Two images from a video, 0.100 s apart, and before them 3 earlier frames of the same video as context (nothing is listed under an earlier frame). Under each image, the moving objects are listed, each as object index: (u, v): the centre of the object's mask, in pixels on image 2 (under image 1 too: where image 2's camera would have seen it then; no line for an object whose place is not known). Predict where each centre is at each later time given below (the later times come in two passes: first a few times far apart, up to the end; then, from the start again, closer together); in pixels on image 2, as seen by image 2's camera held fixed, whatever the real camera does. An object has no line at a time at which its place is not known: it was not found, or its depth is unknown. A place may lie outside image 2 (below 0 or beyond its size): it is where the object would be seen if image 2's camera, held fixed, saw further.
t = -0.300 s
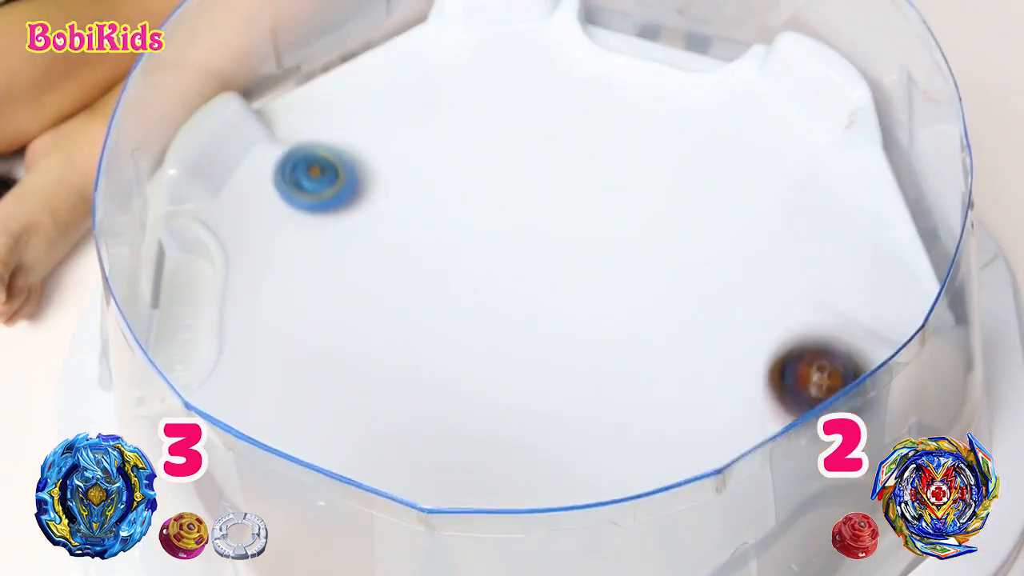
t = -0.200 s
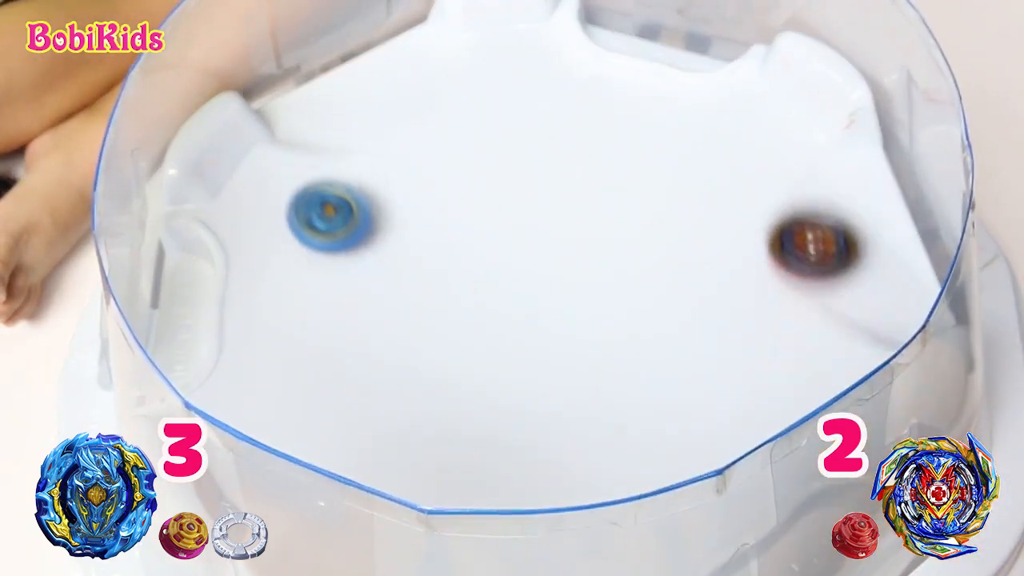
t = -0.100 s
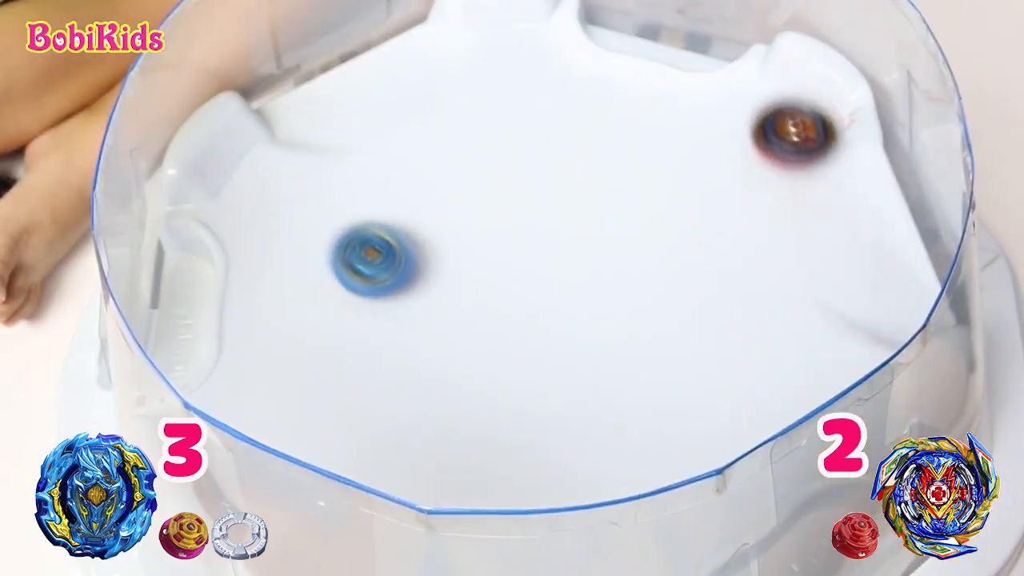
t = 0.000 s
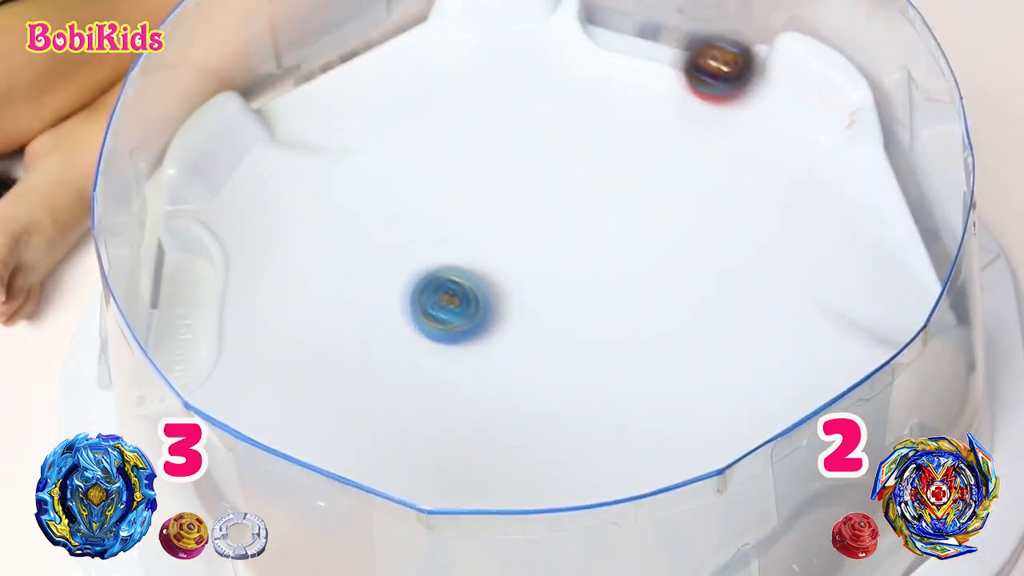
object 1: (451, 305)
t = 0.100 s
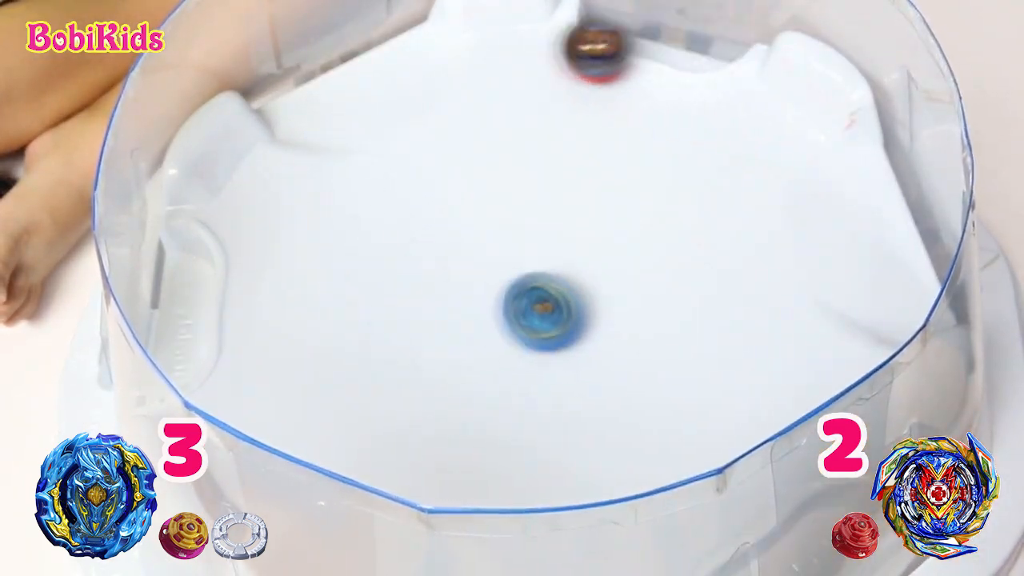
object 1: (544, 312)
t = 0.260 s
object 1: (661, 259)
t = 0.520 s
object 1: (651, 128)
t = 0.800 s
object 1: (499, 67)
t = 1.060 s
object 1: (420, 178)
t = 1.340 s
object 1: (580, 341)
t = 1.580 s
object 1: (756, 249)
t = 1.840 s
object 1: (712, 121)
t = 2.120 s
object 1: (678, 406)
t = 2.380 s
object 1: (524, 400)
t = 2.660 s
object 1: (540, 357)
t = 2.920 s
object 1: (489, 261)
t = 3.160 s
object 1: (583, 344)
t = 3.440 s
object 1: (617, 288)
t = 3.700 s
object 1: (549, 312)
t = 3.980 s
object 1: (495, 223)
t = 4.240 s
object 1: (518, 292)
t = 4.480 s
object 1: (492, 292)
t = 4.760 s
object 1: (562, 268)
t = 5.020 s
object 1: (562, 342)
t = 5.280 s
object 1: (515, 354)
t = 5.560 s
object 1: (492, 333)
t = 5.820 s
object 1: (467, 322)
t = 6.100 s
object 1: (468, 292)
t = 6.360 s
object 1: (492, 268)
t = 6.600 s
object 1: (541, 240)
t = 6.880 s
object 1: (619, 240)
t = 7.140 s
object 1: (643, 265)
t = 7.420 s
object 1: (608, 316)
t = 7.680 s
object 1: (518, 388)
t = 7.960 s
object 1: (479, 388)
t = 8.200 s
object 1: (455, 351)
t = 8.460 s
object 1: (445, 340)
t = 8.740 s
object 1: (468, 301)
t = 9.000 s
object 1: (477, 306)
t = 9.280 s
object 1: (484, 309)
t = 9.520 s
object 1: (494, 314)
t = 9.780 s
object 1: (501, 315)
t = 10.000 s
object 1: (510, 304)
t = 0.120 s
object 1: (561, 311)
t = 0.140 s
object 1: (579, 305)
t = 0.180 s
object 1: (611, 294)
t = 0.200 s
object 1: (625, 284)
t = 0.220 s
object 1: (639, 276)
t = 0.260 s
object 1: (661, 259)
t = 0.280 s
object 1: (669, 248)
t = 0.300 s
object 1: (676, 238)
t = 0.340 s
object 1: (685, 217)
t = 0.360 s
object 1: (687, 207)
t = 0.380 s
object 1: (687, 197)
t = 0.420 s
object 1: (683, 177)
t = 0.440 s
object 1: (679, 166)
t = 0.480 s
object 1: (667, 147)
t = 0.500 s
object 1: (660, 138)
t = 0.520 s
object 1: (651, 128)
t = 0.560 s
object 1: (631, 109)
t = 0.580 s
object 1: (621, 101)
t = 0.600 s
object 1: (610, 93)
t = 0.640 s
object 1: (588, 81)
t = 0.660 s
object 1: (577, 76)
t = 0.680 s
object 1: (566, 72)
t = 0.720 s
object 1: (542, 66)
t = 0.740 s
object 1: (532, 65)
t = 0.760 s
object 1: (521, 64)
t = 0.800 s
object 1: (499, 67)
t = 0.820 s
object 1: (489, 71)
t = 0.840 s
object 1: (480, 75)
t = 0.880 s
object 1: (462, 86)
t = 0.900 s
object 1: (453, 94)
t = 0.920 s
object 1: (446, 102)
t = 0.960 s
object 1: (433, 121)
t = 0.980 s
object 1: (428, 131)
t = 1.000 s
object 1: (425, 141)
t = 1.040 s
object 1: (420, 165)
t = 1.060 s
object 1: (420, 178)
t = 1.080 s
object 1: (422, 191)
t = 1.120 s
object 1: (430, 220)
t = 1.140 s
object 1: (437, 236)
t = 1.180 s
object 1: (457, 267)
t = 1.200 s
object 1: (469, 281)
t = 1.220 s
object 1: (482, 294)
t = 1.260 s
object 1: (511, 317)
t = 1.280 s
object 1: (528, 325)
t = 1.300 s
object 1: (544, 332)
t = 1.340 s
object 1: (580, 341)
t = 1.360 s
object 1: (598, 343)
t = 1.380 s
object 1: (617, 341)
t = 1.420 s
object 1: (654, 334)
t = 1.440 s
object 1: (670, 329)
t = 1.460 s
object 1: (688, 321)
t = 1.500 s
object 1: (715, 301)
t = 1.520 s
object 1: (728, 289)
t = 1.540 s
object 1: (738, 278)
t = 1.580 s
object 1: (756, 249)
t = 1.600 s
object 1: (762, 235)
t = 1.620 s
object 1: (766, 220)
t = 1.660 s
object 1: (768, 192)
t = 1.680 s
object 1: (767, 181)
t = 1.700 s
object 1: (764, 170)
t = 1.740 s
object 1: (754, 150)
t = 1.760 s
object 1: (748, 142)
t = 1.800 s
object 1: (733, 130)
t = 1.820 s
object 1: (723, 124)
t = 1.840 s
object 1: (712, 121)
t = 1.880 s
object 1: (689, 115)
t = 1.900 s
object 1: (678, 114)
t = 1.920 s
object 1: (667, 114)
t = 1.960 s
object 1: (642, 117)
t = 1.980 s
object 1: (604, 128)
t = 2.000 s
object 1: (552, 157)
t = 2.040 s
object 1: (478, 269)
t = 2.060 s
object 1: (483, 331)
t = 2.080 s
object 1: (524, 382)
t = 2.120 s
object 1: (678, 406)
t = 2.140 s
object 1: (748, 375)
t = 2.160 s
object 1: (783, 334)
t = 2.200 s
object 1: (768, 261)
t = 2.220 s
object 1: (732, 239)
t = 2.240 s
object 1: (684, 228)
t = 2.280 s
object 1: (564, 250)
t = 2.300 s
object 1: (517, 278)
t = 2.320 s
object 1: (488, 307)
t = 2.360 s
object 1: (495, 375)
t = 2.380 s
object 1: (524, 400)
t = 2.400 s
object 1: (563, 403)
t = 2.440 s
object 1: (613, 360)
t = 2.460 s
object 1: (608, 332)
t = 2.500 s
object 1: (552, 303)
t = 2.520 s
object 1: (521, 308)
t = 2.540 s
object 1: (493, 322)
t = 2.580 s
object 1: (481, 367)
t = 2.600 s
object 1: (491, 375)
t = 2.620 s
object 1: (511, 377)
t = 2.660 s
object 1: (540, 357)
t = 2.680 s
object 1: (533, 340)
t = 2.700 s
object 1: (519, 323)
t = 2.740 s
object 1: (484, 306)
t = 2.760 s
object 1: (467, 310)
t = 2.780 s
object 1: (454, 323)
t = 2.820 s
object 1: (480, 351)
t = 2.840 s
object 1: (500, 343)
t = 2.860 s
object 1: (512, 321)
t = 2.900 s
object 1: (503, 273)
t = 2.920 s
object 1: (489, 261)
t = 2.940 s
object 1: (475, 260)
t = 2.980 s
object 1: (468, 288)
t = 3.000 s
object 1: (480, 301)
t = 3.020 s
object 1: (494, 300)
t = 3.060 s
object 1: (518, 266)
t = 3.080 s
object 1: (508, 250)
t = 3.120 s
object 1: (498, 270)
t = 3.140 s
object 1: (545, 320)
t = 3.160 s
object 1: (583, 344)
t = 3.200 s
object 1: (636, 319)
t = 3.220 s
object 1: (643, 285)
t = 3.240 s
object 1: (635, 258)
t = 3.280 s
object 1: (579, 226)
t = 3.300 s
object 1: (551, 235)
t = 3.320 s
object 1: (533, 259)
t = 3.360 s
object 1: (549, 310)
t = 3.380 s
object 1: (573, 322)
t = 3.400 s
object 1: (600, 323)
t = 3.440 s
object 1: (617, 288)
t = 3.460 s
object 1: (602, 278)
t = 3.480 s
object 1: (584, 279)
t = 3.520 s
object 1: (554, 293)
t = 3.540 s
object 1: (545, 313)
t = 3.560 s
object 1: (549, 331)
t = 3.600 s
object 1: (576, 335)
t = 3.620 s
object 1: (579, 326)
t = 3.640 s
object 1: (575, 318)
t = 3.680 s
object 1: (556, 312)
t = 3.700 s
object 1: (549, 312)
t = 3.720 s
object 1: (546, 314)
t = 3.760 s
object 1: (582, 311)
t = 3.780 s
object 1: (595, 301)
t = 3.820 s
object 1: (568, 277)
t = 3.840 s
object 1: (554, 277)
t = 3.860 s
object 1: (544, 279)
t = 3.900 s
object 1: (531, 286)
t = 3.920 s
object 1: (528, 272)
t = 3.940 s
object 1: (521, 227)
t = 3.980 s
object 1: (495, 223)
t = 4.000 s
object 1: (483, 234)
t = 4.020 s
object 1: (478, 244)
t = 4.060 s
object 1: (486, 268)
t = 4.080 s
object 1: (488, 275)
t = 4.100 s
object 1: (487, 279)
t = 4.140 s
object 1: (490, 289)
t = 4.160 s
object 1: (498, 296)
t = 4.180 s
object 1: (509, 301)
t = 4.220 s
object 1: (517, 297)
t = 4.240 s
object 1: (518, 292)
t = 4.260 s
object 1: (521, 289)
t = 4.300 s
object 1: (520, 285)
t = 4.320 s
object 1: (518, 285)
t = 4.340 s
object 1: (505, 281)
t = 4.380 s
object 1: (493, 289)
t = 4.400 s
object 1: (494, 295)
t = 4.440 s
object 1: (487, 288)
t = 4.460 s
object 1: (488, 290)
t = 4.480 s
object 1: (492, 292)
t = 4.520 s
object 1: (506, 293)
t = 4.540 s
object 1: (516, 288)
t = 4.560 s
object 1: (525, 272)
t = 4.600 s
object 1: (528, 258)
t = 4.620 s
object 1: (529, 255)
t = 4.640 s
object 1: (529, 253)
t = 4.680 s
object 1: (543, 250)
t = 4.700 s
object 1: (551, 252)
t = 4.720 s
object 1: (552, 258)
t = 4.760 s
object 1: (562, 268)
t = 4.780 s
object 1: (567, 275)
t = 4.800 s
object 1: (577, 283)
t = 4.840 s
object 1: (590, 293)
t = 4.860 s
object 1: (600, 304)
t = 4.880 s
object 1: (600, 309)
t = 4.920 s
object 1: (592, 312)
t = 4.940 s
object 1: (588, 317)
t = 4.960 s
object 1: (586, 325)
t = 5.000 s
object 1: (572, 339)
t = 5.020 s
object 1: (562, 342)
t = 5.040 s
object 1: (552, 343)
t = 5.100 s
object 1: (539, 343)
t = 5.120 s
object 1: (536, 343)
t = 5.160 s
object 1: (532, 344)
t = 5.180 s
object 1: (529, 347)
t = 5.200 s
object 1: (527, 351)
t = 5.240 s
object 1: (521, 354)
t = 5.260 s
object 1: (518, 354)
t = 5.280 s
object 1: (515, 354)
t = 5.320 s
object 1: (511, 352)
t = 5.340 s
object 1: (509, 351)
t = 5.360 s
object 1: (507, 349)
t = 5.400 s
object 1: (502, 347)
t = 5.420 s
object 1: (501, 345)
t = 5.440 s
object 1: (499, 344)
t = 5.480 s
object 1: (495, 340)
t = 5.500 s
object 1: (495, 339)
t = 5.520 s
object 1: (493, 337)
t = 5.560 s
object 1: (492, 333)
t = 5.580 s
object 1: (491, 331)
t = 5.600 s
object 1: (489, 329)
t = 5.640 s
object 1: (477, 331)
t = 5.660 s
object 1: (471, 332)
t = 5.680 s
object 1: (468, 331)
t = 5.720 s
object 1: (464, 329)
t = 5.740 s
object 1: (464, 327)
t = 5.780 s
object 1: (464, 325)
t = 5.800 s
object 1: (465, 323)
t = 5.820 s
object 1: (467, 322)
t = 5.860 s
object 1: (468, 320)
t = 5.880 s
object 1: (470, 318)
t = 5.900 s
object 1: (471, 317)
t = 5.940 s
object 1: (474, 315)
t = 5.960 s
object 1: (476, 314)
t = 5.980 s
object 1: (478, 313)
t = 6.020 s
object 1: (481, 310)
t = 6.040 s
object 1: (483, 308)
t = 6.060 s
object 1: (479, 303)
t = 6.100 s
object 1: (468, 292)
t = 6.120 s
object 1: (465, 288)
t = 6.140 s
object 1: (465, 285)
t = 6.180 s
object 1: (468, 281)
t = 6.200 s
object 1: (470, 279)
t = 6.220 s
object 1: (472, 279)
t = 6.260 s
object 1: (477, 278)
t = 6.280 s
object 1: (480, 278)
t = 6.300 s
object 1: (482, 277)
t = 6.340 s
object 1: (489, 276)
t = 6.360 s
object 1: (492, 268)
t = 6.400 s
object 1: (499, 255)
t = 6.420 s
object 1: (504, 251)
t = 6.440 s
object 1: (508, 248)
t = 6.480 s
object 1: (518, 244)
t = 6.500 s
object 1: (522, 243)
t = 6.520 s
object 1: (526, 242)
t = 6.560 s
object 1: (534, 241)
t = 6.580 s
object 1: (537, 240)
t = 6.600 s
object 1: (541, 240)
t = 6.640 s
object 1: (548, 239)
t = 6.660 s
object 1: (551, 239)
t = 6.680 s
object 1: (555, 240)
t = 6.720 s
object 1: (565, 239)
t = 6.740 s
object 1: (574, 236)
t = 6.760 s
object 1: (582, 235)
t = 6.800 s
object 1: (596, 235)
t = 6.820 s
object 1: (603, 236)
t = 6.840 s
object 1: (609, 236)
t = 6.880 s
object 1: (619, 240)
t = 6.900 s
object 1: (623, 241)
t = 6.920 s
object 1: (627, 243)
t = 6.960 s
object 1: (634, 248)
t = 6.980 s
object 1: (636, 250)
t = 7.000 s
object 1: (638, 252)
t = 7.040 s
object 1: (641, 256)
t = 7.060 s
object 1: (641, 258)
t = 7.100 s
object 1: (642, 261)
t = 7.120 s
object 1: (643, 263)
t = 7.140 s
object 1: (643, 265)
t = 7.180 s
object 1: (642, 270)
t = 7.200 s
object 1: (641, 272)
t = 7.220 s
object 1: (640, 275)
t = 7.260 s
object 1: (637, 281)
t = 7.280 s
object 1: (635, 284)
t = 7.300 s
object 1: (632, 288)
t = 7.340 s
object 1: (626, 295)
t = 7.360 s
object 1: (622, 300)
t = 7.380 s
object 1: (618, 305)
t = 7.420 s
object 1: (608, 316)
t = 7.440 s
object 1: (601, 322)
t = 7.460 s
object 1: (596, 328)
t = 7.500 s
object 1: (582, 341)
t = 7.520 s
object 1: (574, 348)
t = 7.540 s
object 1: (568, 354)
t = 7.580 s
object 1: (553, 365)
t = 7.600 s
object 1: (545, 371)
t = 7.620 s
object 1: (539, 376)
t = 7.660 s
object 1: (525, 384)
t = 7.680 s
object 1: (518, 388)
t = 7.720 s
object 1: (506, 392)
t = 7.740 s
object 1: (500, 394)
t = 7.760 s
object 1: (496, 395)
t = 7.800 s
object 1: (490, 396)
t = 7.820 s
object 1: (487, 395)
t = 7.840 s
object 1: (485, 395)
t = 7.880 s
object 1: (483, 393)
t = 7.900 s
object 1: (481, 392)
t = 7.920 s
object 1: (481, 391)
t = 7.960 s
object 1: (479, 388)
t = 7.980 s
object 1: (478, 386)
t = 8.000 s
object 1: (478, 384)
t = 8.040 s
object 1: (477, 379)
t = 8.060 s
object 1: (477, 376)
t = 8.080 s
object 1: (476, 371)
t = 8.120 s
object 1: (475, 361)
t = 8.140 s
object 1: (475, 355)
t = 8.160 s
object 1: (473, 349)
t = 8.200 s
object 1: (455, 351)
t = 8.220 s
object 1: (445, 354)
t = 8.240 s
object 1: (438, 355)
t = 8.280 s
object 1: (433, 354)
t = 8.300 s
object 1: (433, 353)
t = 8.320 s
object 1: (433, 352)
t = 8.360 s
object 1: (436, 350)
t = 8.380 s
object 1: (437, 349)
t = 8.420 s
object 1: (441, 346)
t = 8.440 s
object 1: (444, 344)
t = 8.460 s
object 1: (445, 340)
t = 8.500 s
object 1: (454, 332)
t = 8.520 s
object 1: (459, 327)
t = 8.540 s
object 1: (463, 322)
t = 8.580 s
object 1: (475, 313)
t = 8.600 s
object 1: (473, 308)
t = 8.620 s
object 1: (468, 306)
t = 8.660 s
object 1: (461, 303)
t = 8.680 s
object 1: (462, 302)
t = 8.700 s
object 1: (464, 301)
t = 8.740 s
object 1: (468, 301)
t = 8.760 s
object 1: (470, 302)
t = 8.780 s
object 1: (471, 303)
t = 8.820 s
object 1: (473, 304)
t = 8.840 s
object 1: (474, 305)
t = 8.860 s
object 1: (477, 306)
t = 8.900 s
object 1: (479, 307)
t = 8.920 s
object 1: (478, 308)
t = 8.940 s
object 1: (479, 307)
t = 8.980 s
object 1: (477, 305)
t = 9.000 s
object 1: (477, 306)
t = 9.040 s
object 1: (479, 305)
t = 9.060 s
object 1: (478, 304)
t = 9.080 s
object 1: (480, 304)
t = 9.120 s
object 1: (483, 305)
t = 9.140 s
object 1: (484, 306)
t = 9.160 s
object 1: (484, 308)
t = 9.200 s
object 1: (481, 310)
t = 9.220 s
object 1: (481, 309)
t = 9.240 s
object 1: (481, 309)
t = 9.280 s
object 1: (484, 309)
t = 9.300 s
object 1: (485, 311)
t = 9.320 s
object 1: (486, 312)
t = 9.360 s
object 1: (490, 312)
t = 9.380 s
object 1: (492, 312)
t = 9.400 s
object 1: (494, 313)
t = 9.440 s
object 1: (498, 316)
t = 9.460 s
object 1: (498, 316)
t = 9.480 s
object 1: (495, 315)
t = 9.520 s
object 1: (494, 314)
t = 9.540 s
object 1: (494, 313)
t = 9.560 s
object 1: (495, 314)
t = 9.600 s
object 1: (494, 314)
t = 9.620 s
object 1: (495, 314)
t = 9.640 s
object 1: (496, 314)
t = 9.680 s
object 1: (499, 315)
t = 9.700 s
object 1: (500, 315)
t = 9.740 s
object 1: (499, 314)
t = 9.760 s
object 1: (500, 314)
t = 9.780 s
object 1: (501, 315)
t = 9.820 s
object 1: (502, 314)
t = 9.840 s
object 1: (502, 312)
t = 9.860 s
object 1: (503, 309)
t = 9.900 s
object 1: (503, 303)
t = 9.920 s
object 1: (505, 301)
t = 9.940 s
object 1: (508, 301)
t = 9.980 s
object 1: (510, 303)
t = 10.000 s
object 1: (510, 304)
